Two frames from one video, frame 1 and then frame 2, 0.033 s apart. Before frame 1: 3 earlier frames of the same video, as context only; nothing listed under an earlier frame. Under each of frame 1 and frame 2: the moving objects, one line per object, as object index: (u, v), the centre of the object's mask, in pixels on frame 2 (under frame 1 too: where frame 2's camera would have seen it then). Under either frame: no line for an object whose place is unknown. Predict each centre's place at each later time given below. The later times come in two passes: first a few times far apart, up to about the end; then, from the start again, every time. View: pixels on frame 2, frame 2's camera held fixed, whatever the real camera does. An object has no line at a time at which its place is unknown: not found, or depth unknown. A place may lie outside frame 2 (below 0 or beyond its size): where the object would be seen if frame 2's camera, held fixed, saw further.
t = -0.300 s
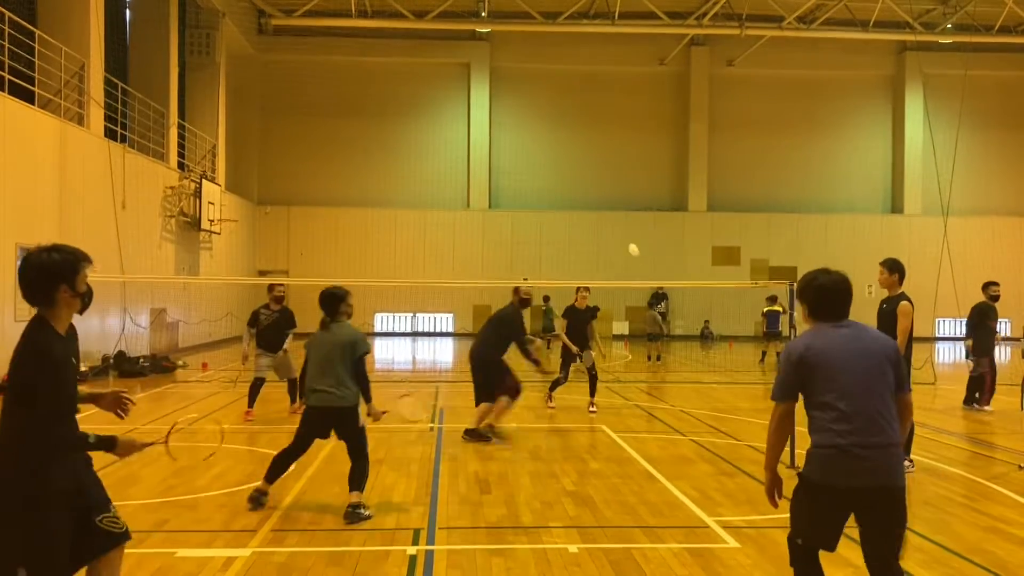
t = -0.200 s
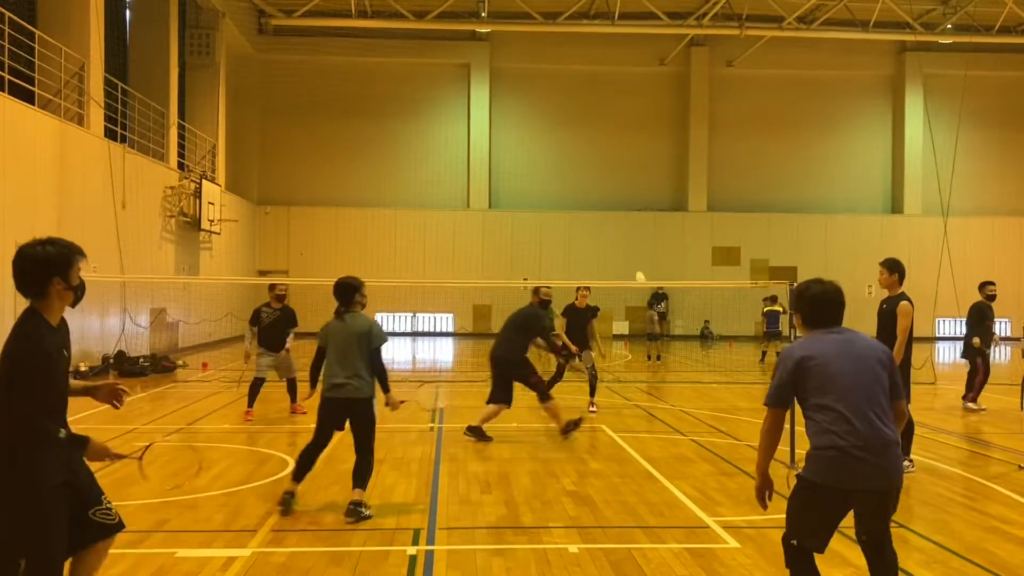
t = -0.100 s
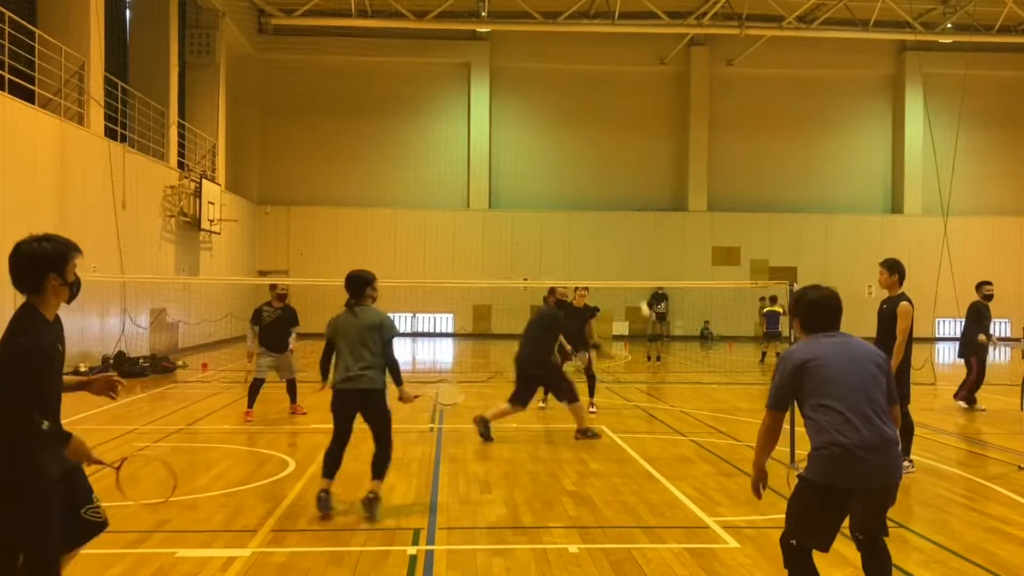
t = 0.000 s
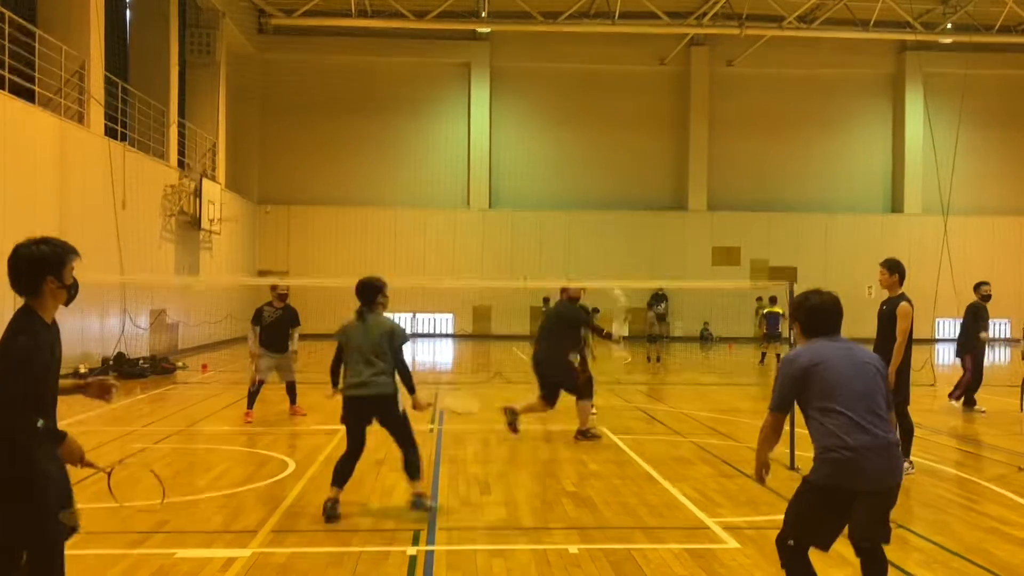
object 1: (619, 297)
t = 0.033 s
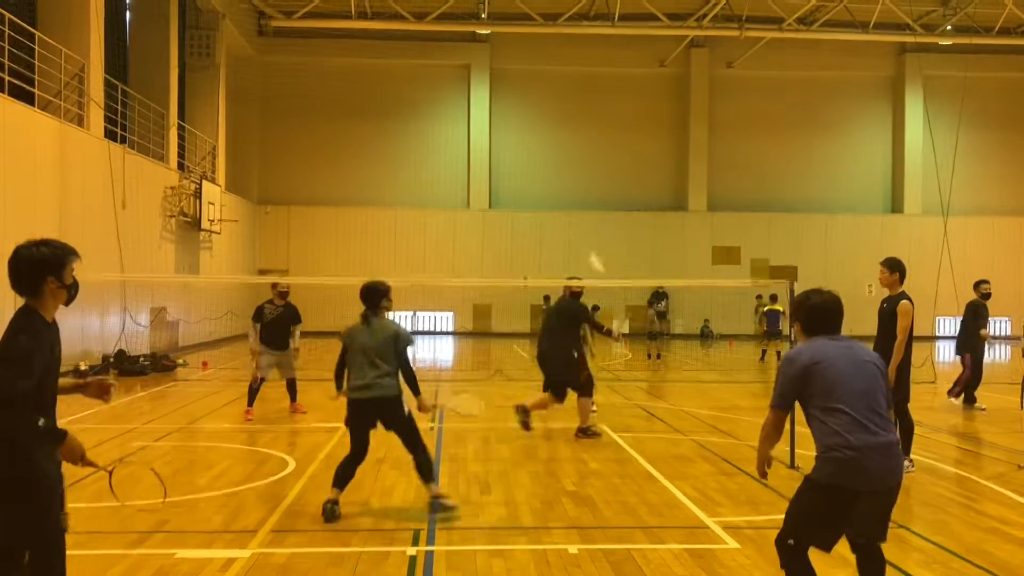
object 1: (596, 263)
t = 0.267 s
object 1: (478, 138)
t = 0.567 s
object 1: (370, 96)
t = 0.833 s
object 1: (291, 142)
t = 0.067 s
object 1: (576, 240)
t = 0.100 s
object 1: (557, 218)
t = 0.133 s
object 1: (538, 197)
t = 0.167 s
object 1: (522, 179)
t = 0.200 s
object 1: (507, 163)
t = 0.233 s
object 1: (494, 150)
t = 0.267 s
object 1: (478, 138)
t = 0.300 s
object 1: (464, 129)
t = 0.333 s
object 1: (451, 120)
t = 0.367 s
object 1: (437, 112)
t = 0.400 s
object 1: (425, 106)
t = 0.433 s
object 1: (413, 101)
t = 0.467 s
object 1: (402, 98)
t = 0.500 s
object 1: (391, 96)
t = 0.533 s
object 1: (380, 95)
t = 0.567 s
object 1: (370, 96)
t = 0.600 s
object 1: (360, 98)
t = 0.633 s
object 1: (350, 101)
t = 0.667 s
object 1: (340, 106)
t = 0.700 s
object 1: (330, 111)
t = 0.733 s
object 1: (320, 117)
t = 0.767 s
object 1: (310, 125)
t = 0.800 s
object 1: (300, 133)
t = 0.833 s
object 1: (291, 142)
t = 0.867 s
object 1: (283, 154)
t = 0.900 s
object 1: (275, 165)
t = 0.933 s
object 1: (267, 178)
